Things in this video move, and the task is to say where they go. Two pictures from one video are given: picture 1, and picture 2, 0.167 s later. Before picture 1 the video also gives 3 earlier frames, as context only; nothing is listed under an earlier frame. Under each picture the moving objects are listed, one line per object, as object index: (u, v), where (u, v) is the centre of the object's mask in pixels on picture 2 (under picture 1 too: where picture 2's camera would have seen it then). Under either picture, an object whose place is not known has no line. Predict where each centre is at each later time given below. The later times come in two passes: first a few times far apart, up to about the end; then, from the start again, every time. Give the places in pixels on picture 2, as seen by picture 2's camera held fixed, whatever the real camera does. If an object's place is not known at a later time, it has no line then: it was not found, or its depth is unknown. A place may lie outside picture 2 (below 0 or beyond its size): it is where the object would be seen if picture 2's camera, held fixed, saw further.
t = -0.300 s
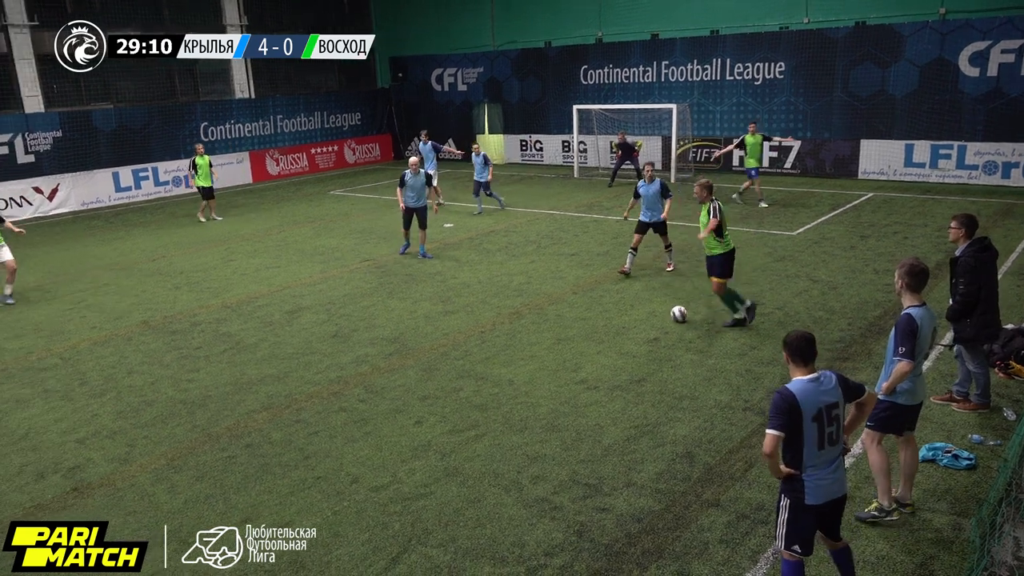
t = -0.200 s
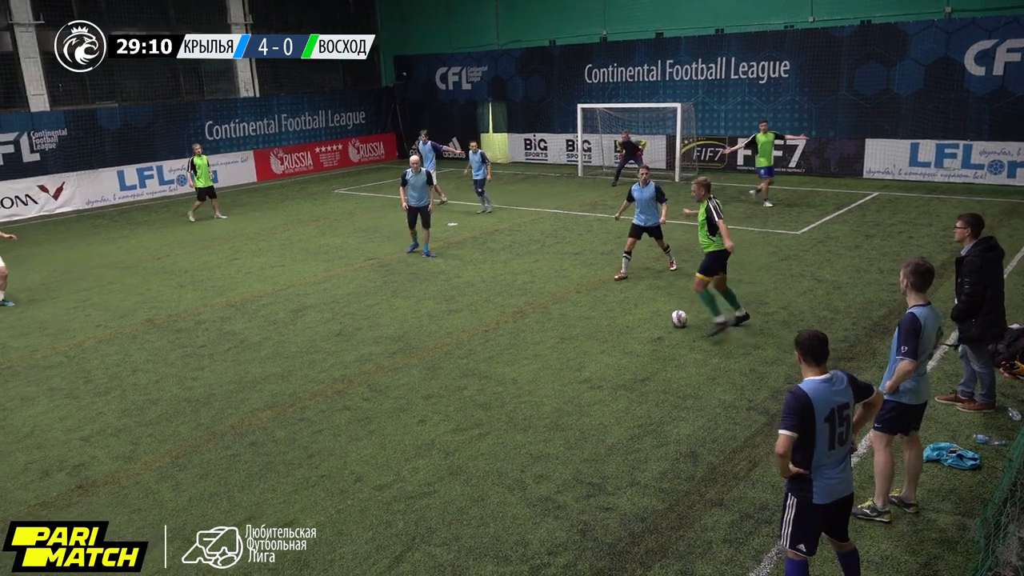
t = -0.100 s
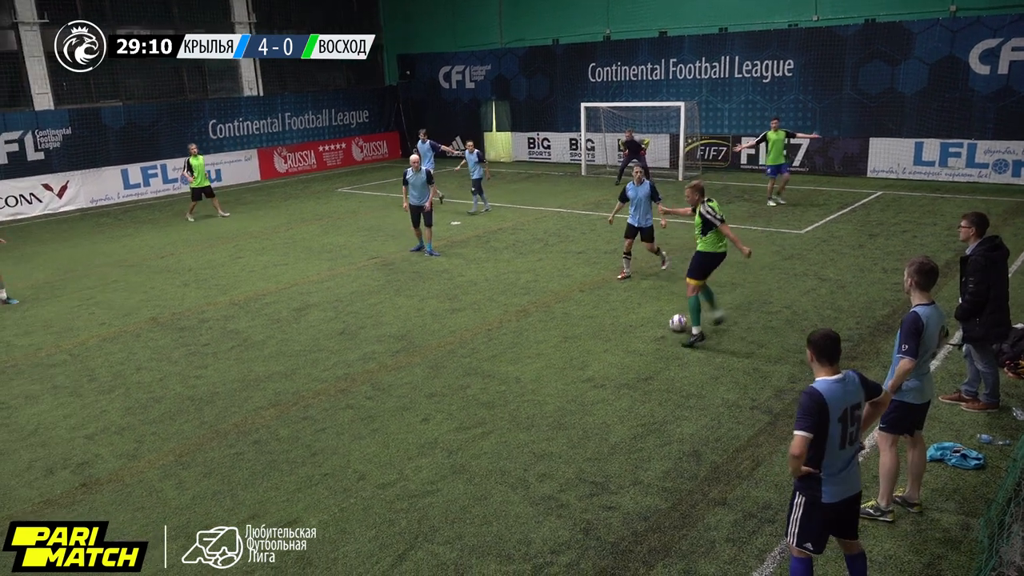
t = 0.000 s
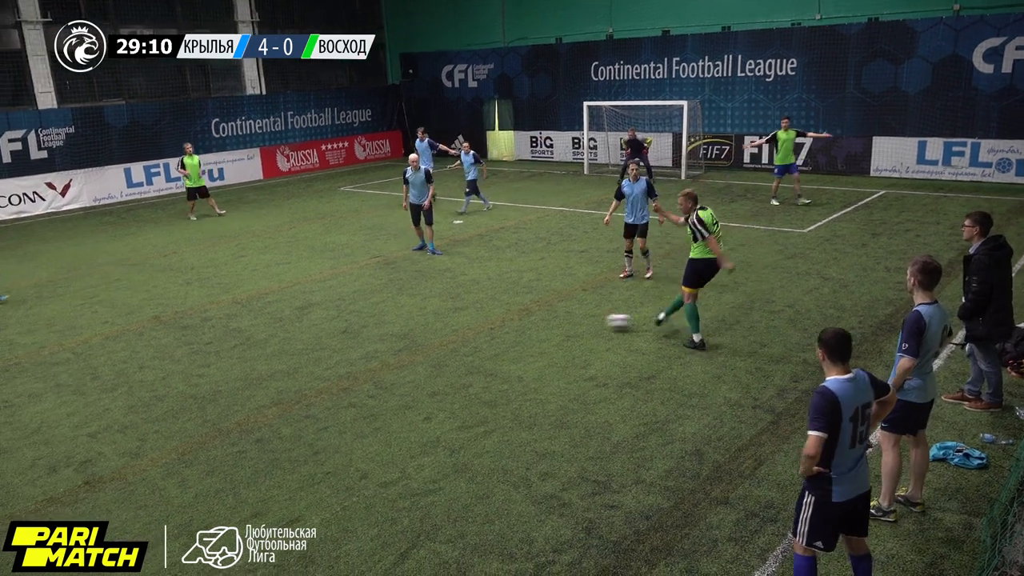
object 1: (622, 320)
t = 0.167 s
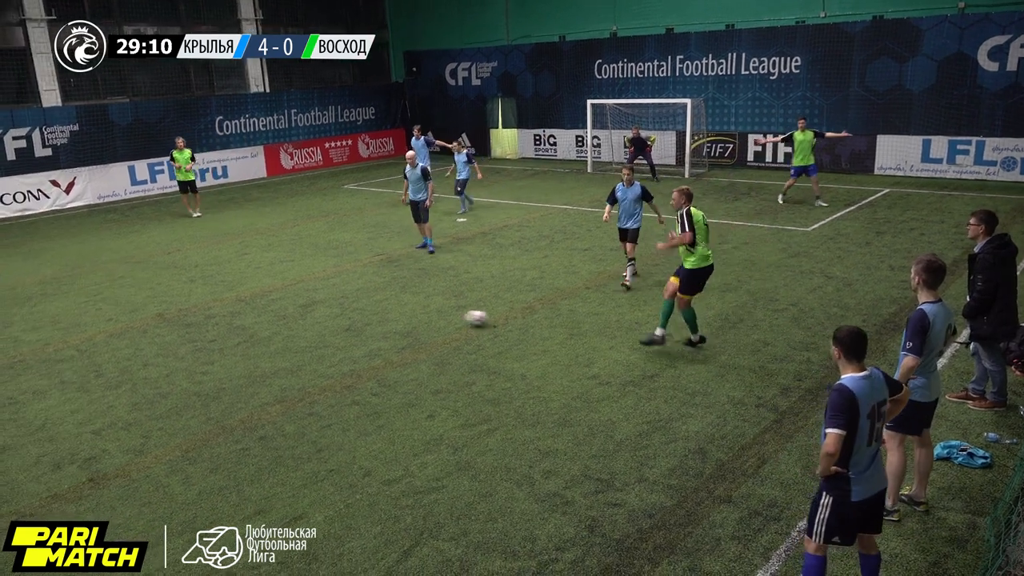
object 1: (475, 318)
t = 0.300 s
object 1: (379, 317)
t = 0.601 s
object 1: (207, 317)
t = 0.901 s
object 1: (62, 318)
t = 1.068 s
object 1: (-13, 320)
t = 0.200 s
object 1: (450, 317)
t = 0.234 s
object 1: (426, 318)
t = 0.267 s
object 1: (402, 318)
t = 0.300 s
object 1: (379, 317)
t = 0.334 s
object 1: (358, 316)
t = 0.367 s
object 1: (336, 316)
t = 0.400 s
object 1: (315, 317)
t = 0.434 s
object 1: (296, 317)
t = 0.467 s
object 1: (278, 317)
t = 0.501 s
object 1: (259, 317)
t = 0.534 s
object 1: (241, 317)
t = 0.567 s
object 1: (224, 316)
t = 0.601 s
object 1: (207, 317)
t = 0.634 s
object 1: (190, 317)
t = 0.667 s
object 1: (173, 317)
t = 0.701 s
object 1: (157, 317)
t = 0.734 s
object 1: (141, 317)
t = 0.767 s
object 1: (125, 318)
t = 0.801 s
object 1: (109, 318)
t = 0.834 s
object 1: (93, 319)
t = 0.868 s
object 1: (77, 318)
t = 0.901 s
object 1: (62, 318)
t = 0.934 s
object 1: (47, 318)
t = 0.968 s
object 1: (32, 319)
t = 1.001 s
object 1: (16, 319)
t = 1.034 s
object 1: (1, 319)
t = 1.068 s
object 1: (-13, 320)
